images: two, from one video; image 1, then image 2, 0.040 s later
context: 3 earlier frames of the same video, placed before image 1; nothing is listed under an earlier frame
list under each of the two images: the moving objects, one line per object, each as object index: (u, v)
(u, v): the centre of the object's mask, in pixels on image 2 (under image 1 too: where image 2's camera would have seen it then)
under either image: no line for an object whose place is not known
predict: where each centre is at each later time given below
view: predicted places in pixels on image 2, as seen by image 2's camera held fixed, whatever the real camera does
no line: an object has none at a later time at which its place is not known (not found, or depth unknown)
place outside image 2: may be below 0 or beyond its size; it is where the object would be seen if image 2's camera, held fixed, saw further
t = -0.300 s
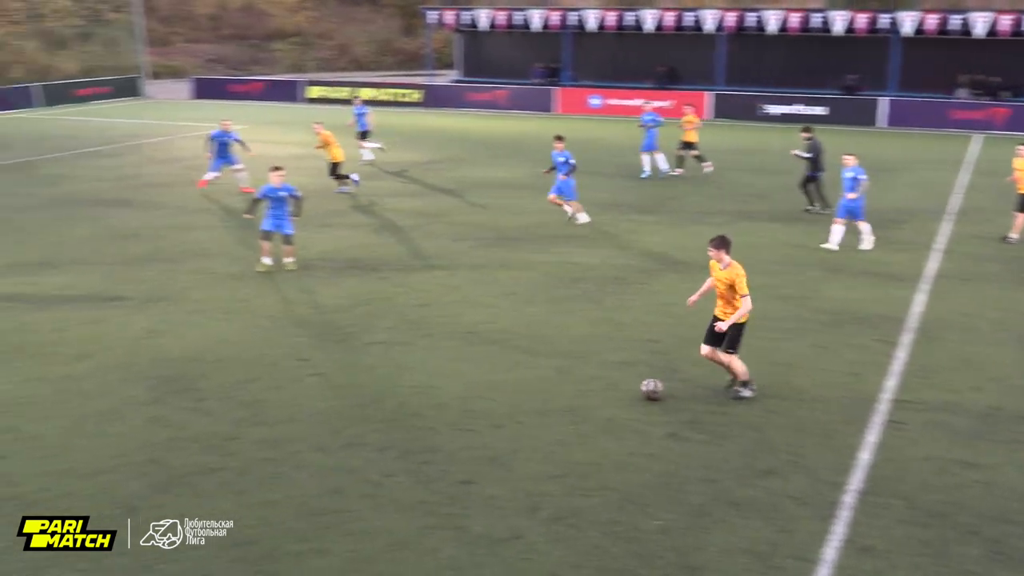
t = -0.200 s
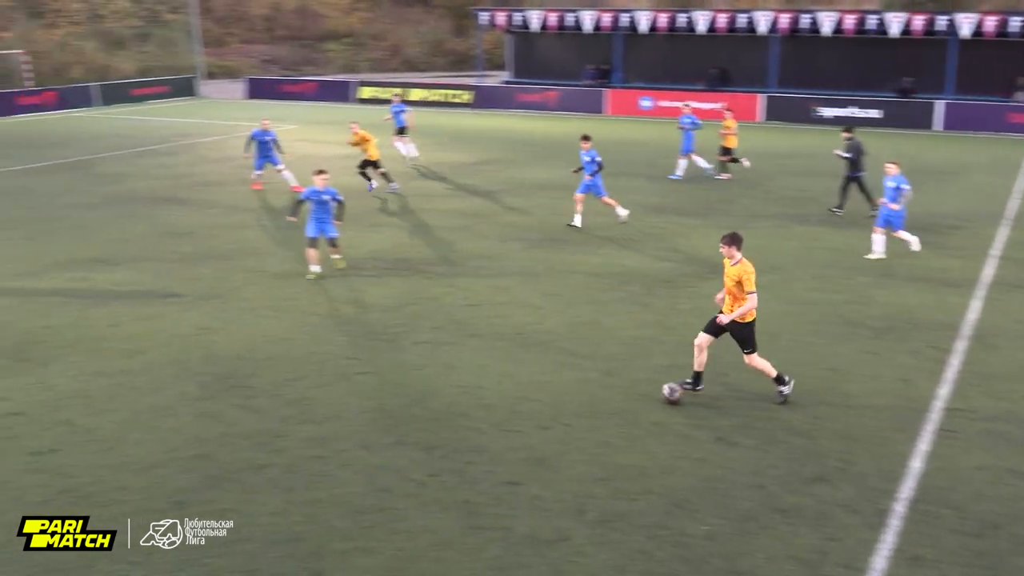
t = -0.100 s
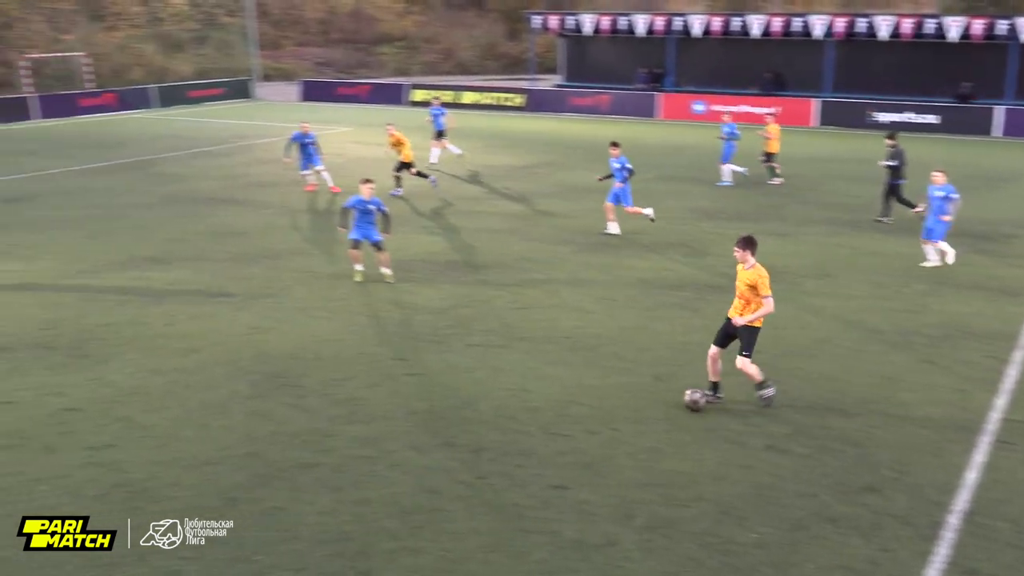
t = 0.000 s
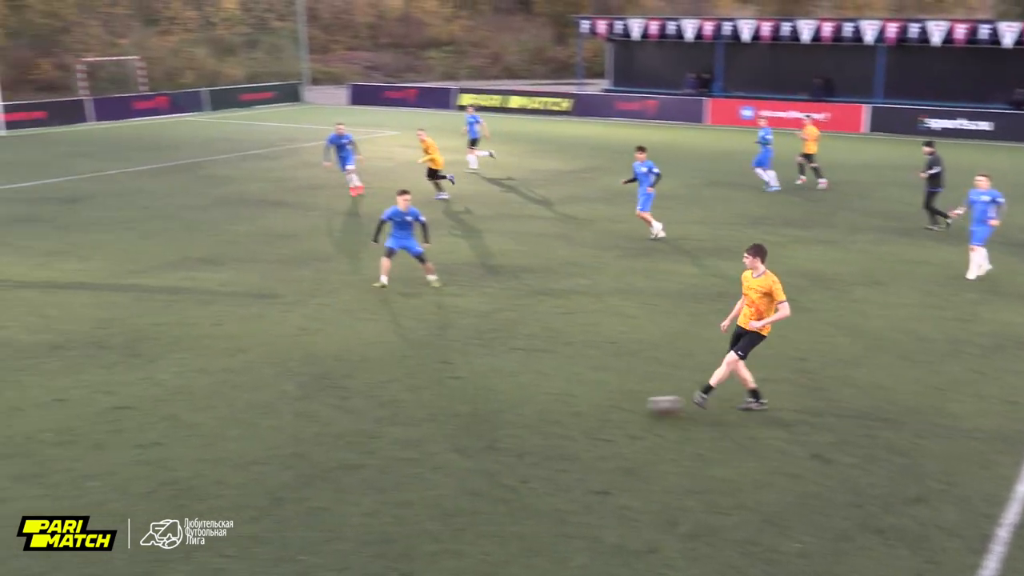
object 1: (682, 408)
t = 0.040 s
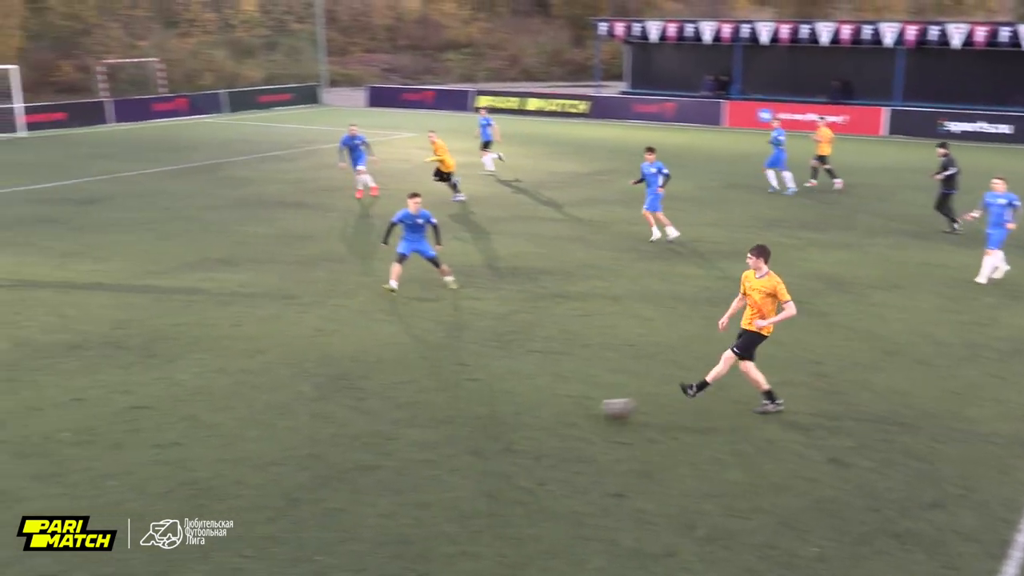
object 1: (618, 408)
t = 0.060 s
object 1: (588, 409)
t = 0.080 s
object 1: (556, 410)
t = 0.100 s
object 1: (525, 412)
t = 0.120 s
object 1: (493, 414)
